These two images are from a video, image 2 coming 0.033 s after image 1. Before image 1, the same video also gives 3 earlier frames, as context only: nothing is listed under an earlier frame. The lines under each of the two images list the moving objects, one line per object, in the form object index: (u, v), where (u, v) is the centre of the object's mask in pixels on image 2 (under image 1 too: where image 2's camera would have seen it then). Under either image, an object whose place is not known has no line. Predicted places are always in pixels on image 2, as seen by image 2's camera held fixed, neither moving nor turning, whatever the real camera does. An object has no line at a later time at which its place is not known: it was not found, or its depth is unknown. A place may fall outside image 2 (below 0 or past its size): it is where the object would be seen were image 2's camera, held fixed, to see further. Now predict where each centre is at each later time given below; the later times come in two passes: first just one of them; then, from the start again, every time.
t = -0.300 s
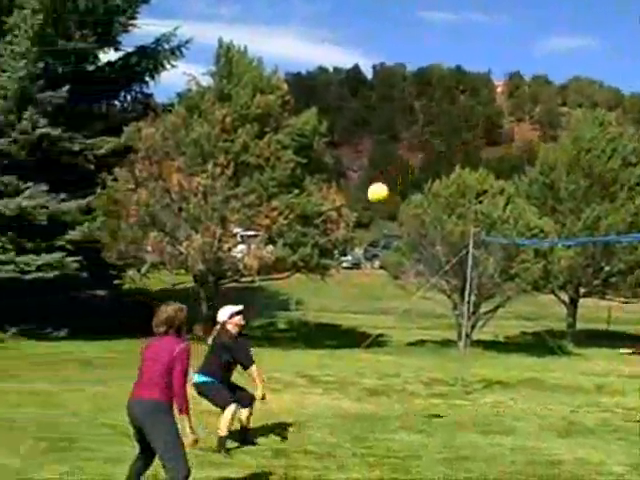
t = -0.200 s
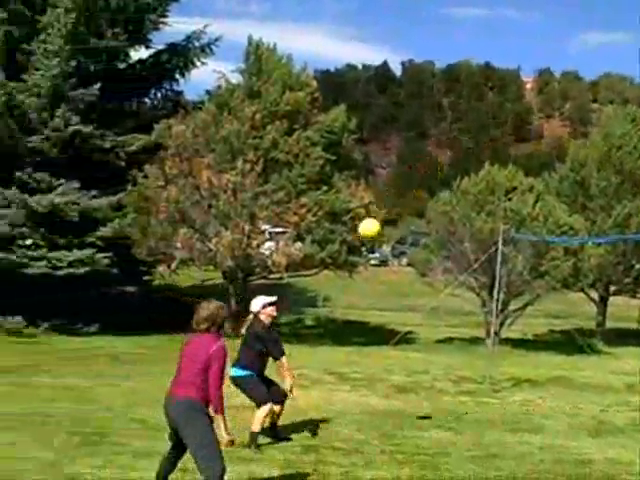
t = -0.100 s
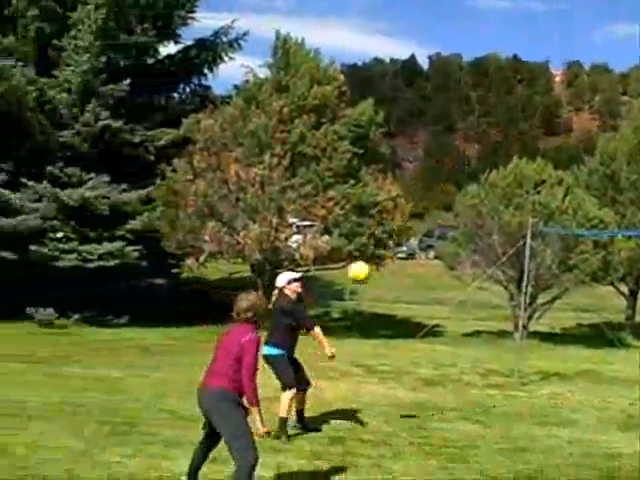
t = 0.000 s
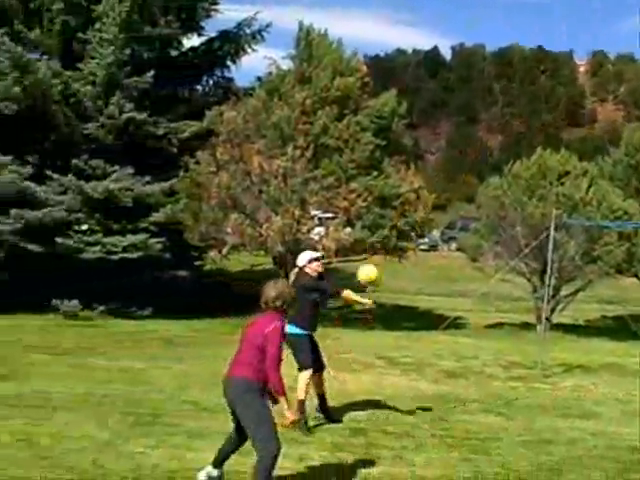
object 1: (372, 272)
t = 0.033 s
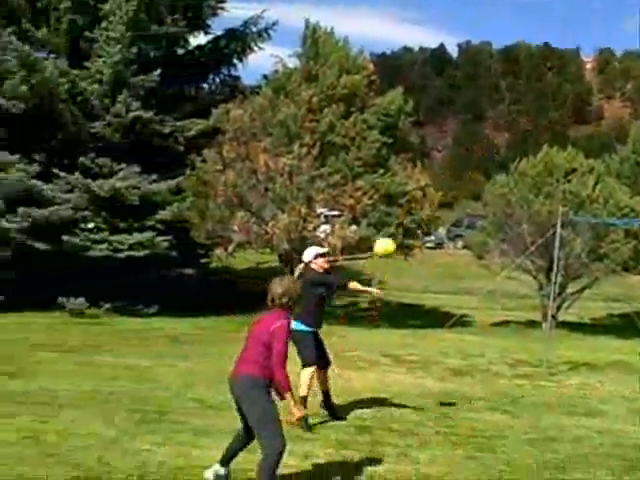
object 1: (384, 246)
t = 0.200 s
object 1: (438, 136)
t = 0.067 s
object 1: (394, 222)
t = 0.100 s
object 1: (406, 199)
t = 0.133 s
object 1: (416, 177)
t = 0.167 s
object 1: (426, 155)
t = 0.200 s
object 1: (438, 136)
